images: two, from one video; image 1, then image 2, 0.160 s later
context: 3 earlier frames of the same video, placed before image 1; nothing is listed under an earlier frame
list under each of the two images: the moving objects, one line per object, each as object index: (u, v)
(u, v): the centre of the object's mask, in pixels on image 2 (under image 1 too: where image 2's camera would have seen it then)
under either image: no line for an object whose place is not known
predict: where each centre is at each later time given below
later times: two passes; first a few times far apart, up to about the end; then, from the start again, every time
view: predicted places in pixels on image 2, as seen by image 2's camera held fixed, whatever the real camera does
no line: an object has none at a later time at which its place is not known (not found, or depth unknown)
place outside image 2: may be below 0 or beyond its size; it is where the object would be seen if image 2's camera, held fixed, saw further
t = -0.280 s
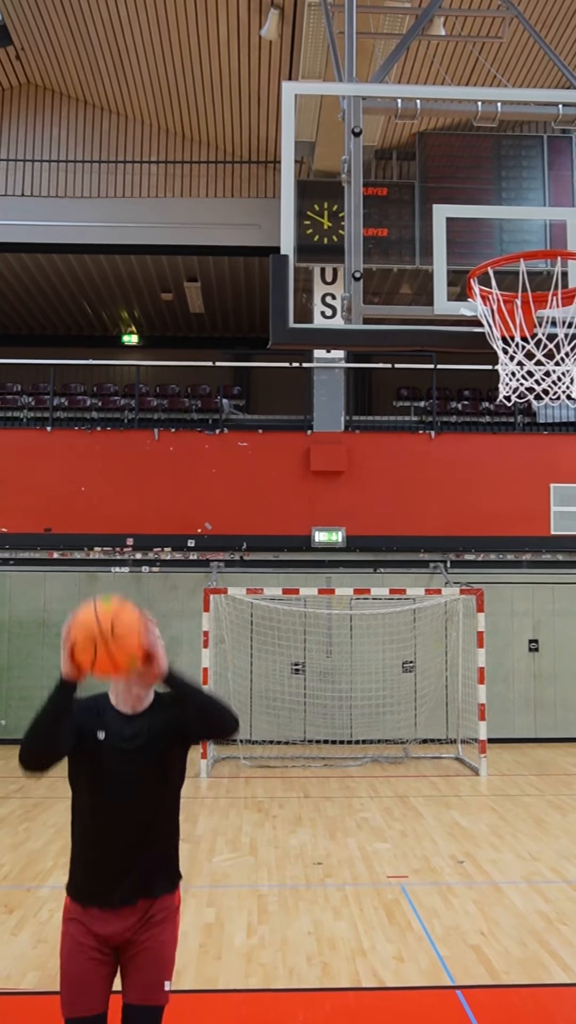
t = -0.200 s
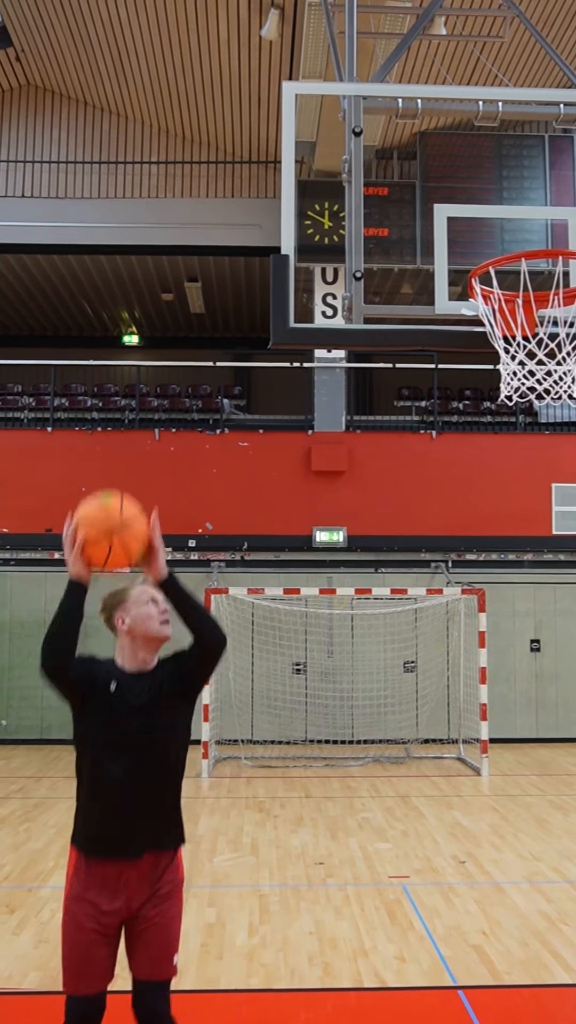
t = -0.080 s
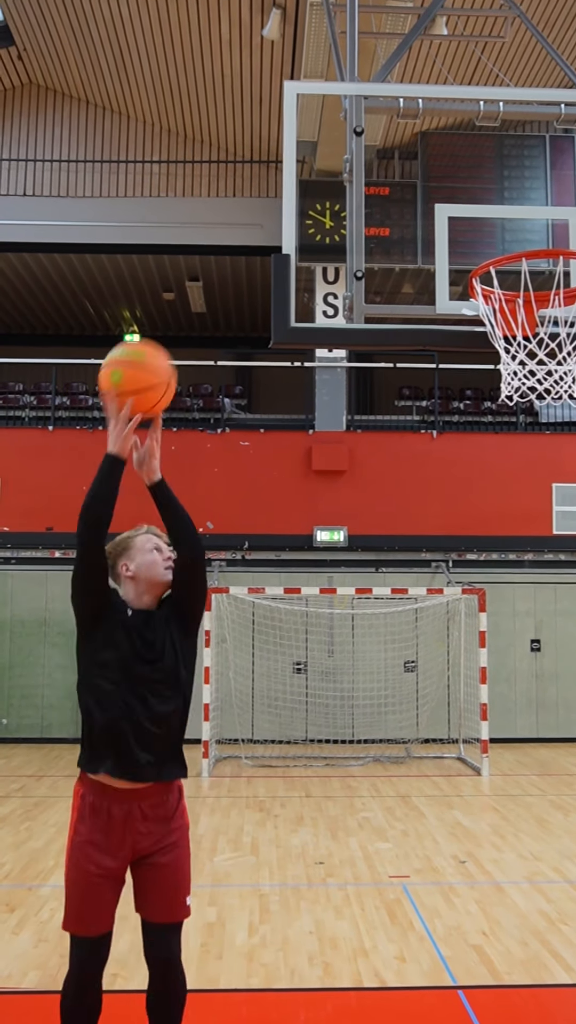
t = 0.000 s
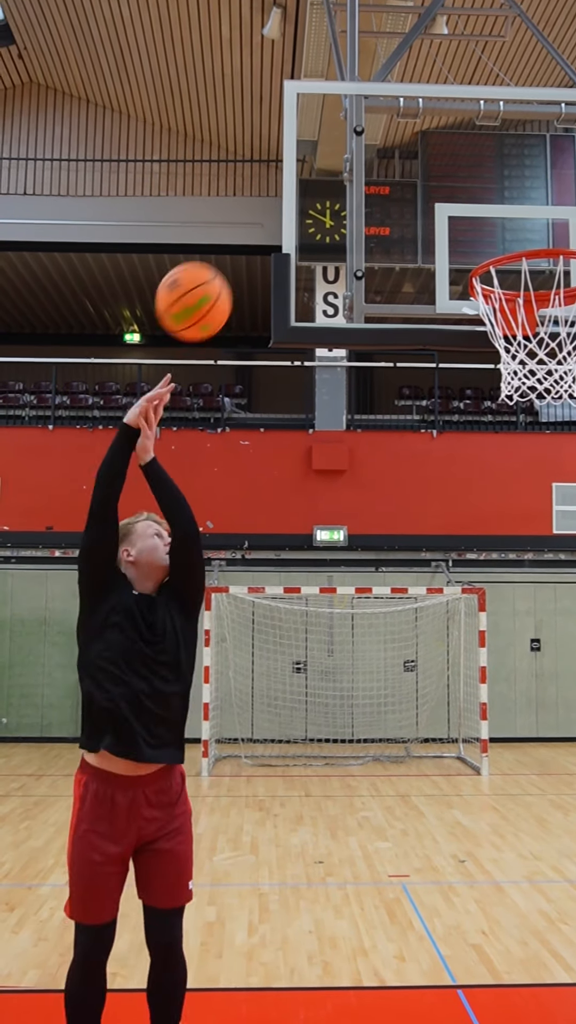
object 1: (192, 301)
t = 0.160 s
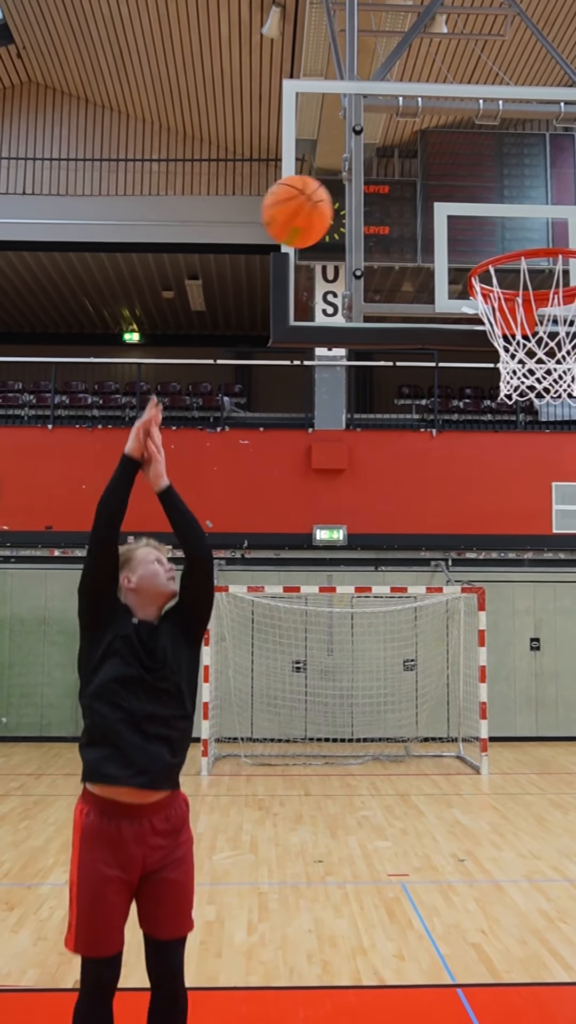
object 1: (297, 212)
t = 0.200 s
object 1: (321, 202)
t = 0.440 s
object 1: (455, 226)
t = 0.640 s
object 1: (528, 233)
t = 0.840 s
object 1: (562, 245)
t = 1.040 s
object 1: (541, 240)
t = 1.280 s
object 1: (514, 312)
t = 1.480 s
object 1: (531, 389)
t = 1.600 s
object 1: (550, 450)
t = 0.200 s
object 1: (321, 202)
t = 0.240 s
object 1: (344, 195)
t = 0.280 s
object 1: (368, 194)
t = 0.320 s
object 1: (391, 196)
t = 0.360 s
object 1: (412, 202)
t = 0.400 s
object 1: (434, 212)
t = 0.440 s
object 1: (455, 226)
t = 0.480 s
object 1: (475, 241)
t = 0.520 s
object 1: (492, 248)
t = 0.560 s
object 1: (502, 236)
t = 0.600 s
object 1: (515, 235)
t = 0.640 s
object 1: (528, 233)
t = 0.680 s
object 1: (540, 234)
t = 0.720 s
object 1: (550, 240)
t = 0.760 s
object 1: (560, 249)
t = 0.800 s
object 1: (563, 254)
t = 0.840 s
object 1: (562, 245)
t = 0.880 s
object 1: (560, 239)
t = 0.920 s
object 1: (558, 237)
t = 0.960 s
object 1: (555, 240)
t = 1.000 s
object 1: (550, 241)
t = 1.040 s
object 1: (541, 240)
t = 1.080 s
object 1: (530, 247)
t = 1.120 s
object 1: (522, 257)
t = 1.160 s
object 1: (512, 271)
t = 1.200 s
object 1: (512, 282)
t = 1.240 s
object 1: (514, 297)
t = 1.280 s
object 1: (514, 312)
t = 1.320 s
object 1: (514, 332)
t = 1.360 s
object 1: (516, 353)
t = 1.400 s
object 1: (520, 365)
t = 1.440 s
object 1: (524, 374)
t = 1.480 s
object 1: (531, 389)
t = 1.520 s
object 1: (537, 405)
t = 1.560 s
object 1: (544, 426)
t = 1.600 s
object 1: (550, 450)
